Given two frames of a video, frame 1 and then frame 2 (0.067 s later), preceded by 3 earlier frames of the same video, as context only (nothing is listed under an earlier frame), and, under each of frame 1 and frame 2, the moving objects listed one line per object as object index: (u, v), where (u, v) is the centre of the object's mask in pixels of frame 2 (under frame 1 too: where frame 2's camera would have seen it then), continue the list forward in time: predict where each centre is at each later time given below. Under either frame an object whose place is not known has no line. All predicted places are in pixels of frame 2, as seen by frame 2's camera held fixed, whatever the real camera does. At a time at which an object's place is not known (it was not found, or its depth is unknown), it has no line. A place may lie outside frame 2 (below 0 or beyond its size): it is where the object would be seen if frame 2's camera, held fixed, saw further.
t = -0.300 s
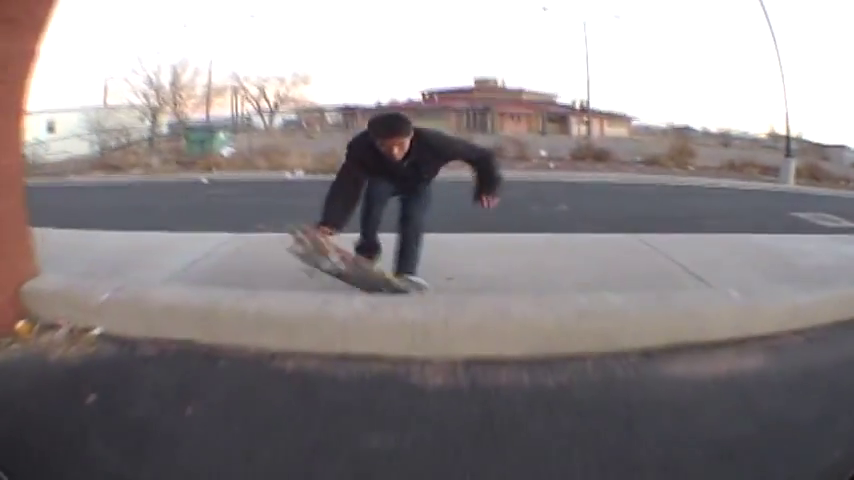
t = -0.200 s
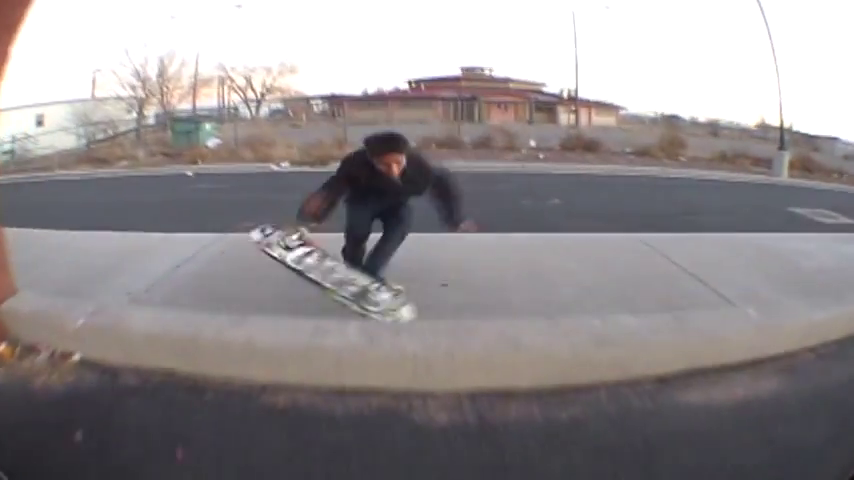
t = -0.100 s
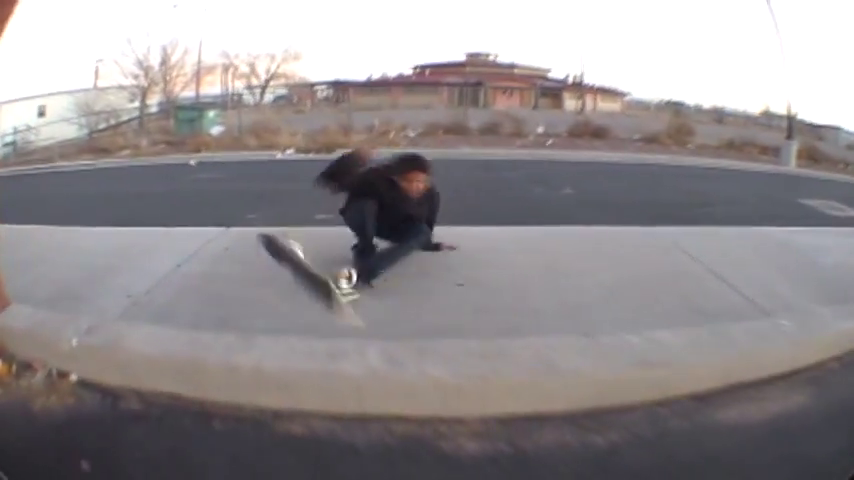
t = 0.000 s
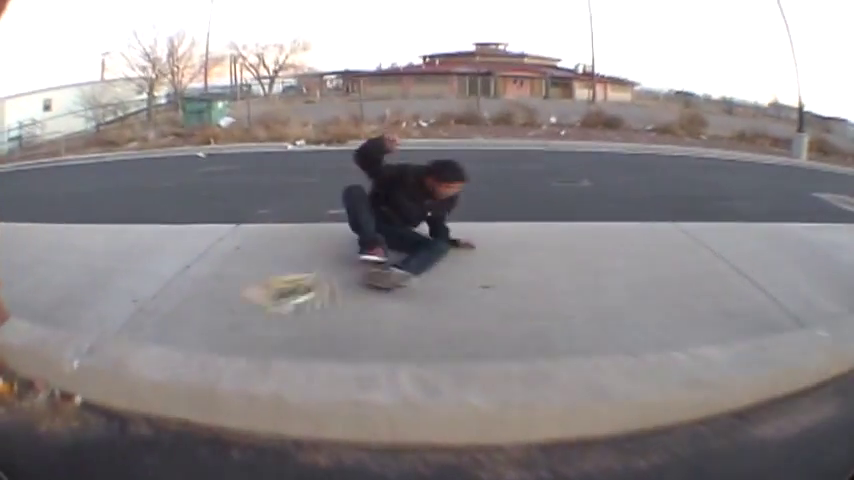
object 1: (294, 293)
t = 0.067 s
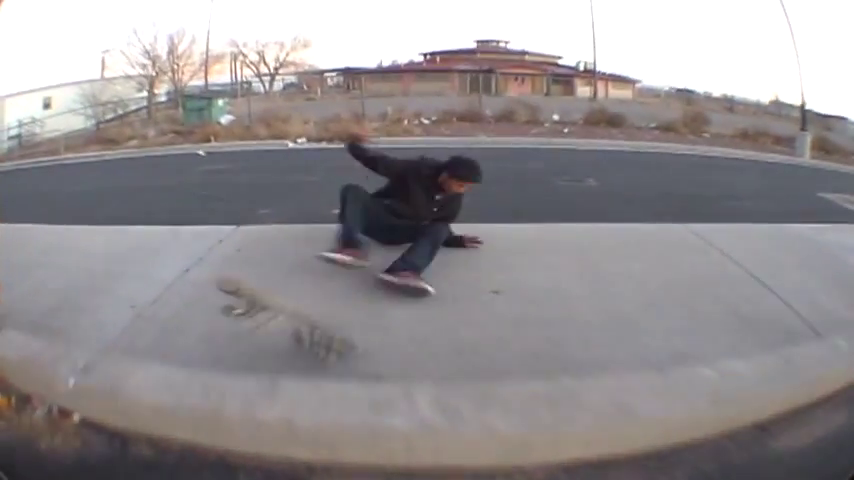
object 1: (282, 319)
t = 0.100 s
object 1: (280, 333)
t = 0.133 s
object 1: (276, 340)
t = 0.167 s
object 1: (278, 344)
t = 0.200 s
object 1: (277, 350)
